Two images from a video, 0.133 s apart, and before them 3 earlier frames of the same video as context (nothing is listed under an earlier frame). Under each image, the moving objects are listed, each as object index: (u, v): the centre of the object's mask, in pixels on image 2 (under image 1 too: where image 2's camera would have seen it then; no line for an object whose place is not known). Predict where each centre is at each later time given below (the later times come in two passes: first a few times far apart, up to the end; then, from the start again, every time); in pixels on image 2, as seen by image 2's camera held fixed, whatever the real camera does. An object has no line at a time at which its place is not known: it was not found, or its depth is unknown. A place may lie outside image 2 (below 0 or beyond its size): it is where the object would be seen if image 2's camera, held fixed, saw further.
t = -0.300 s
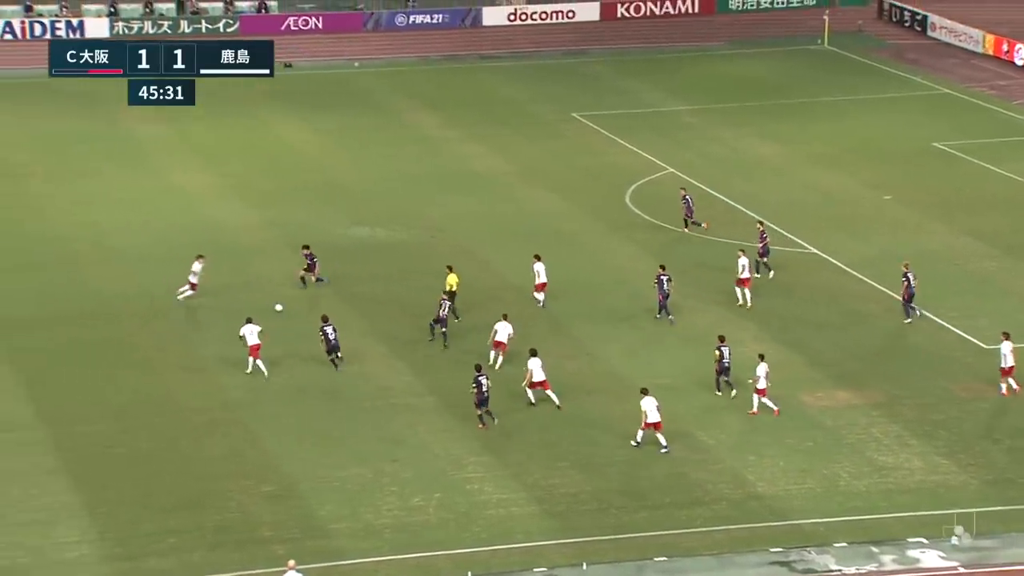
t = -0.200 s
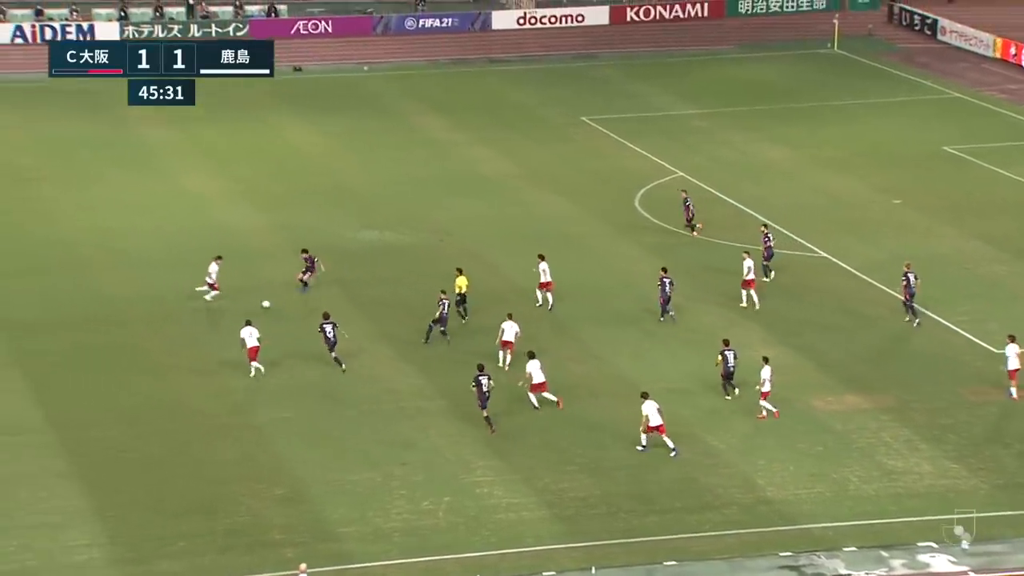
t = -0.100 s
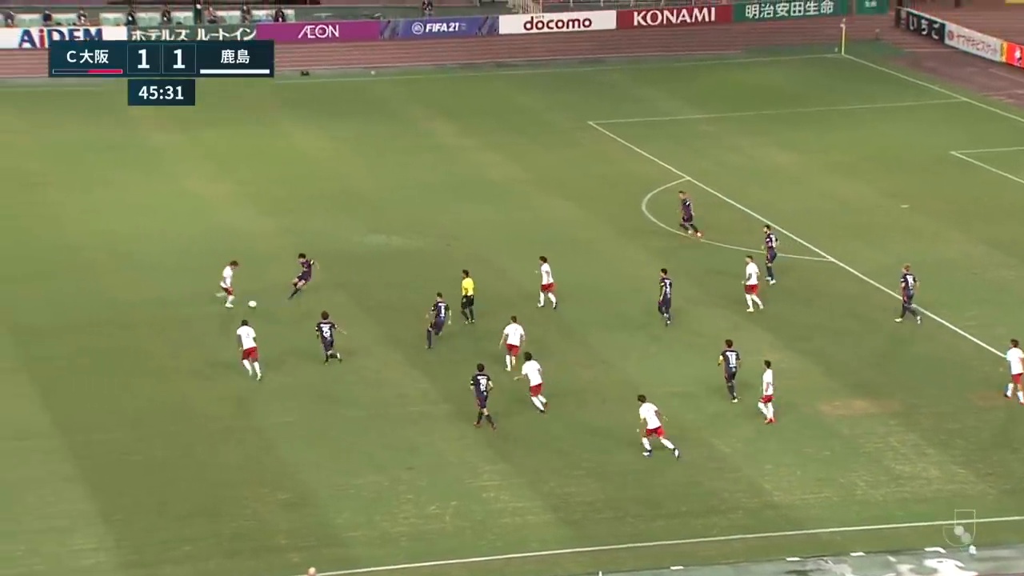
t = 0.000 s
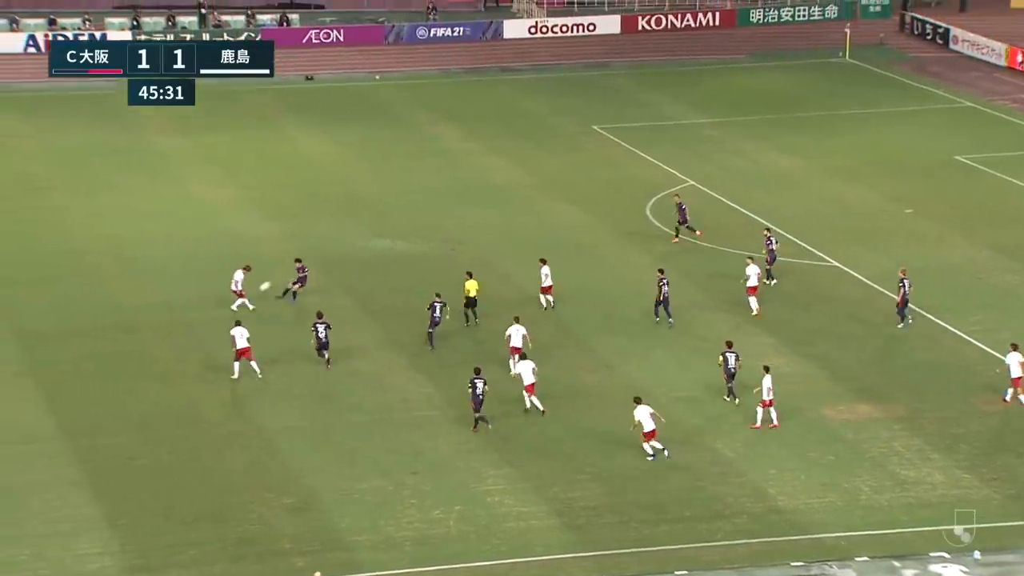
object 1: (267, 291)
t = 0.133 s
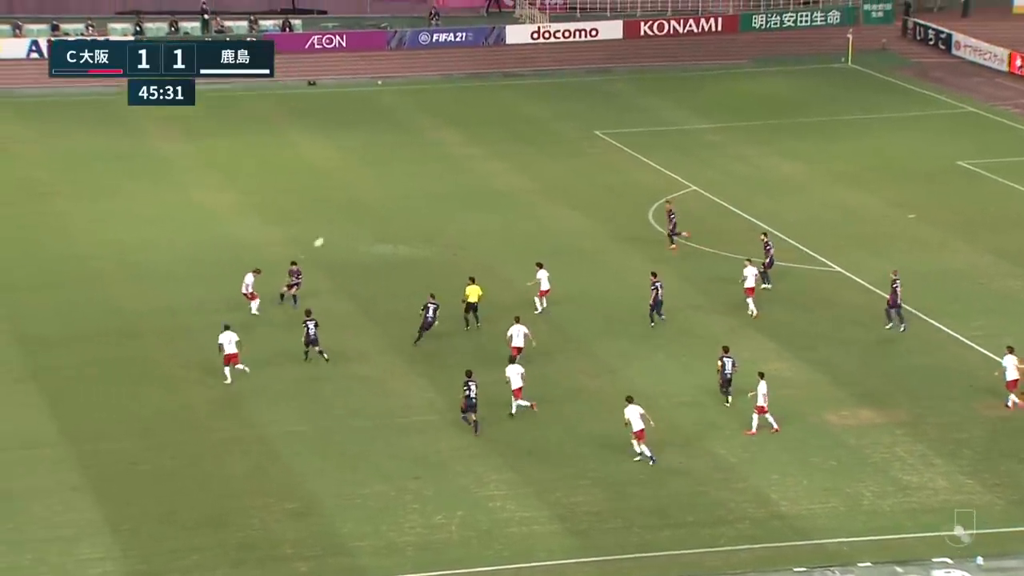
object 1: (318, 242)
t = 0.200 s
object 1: (343, 220)
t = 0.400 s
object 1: (412, 163)
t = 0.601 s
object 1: (475, 118)
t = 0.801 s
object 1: (531, 86)
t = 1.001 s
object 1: (582, 66)
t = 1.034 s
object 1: (589, 63)
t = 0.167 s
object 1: (331, 231)
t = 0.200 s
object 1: (343, 220)
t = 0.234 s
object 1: (355, 209)
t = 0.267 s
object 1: (366, 199)
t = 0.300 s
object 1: (378, 190)
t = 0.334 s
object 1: (390, 180)
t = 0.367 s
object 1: (401, 171)
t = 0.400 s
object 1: (412, 163)
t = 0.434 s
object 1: (423, 154)
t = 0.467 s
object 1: (434, 146)
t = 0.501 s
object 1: (444, 138)
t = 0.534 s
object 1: (454, 131)
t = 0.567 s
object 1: (464, 125)
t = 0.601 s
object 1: (475, 118)
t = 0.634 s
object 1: (485, 112)
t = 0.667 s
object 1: (494, 106)
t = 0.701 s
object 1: (504, 101)
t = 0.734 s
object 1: (513, 95)
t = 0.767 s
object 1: (521, 91)
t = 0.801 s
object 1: (531, 86)
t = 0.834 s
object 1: (539, 82)
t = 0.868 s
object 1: (548, 78)
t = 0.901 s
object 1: (556, 74)
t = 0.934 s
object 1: (565, 71)
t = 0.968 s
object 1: (574, 68)
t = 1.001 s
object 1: (582, 66)
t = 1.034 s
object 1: (589, 63)
